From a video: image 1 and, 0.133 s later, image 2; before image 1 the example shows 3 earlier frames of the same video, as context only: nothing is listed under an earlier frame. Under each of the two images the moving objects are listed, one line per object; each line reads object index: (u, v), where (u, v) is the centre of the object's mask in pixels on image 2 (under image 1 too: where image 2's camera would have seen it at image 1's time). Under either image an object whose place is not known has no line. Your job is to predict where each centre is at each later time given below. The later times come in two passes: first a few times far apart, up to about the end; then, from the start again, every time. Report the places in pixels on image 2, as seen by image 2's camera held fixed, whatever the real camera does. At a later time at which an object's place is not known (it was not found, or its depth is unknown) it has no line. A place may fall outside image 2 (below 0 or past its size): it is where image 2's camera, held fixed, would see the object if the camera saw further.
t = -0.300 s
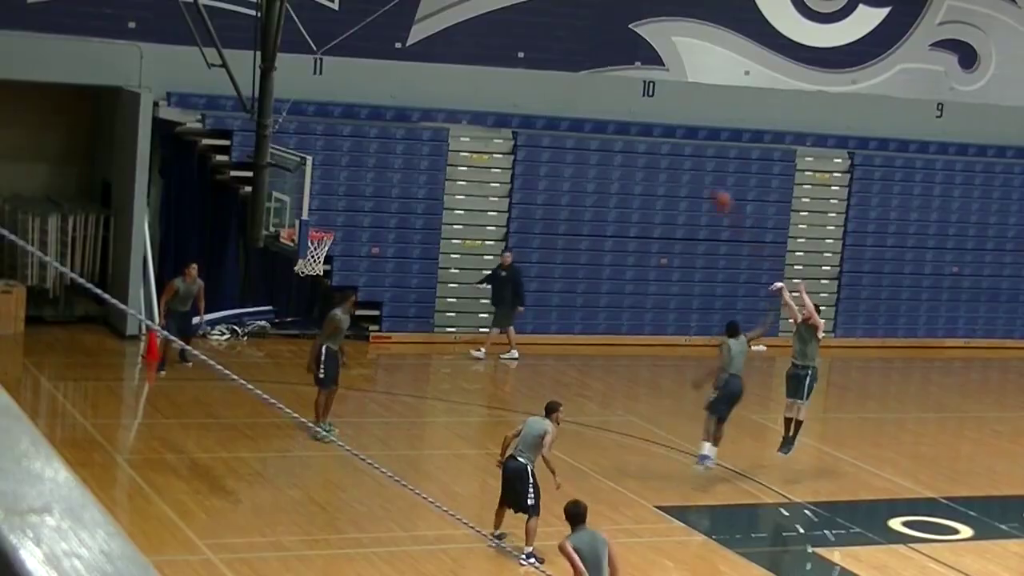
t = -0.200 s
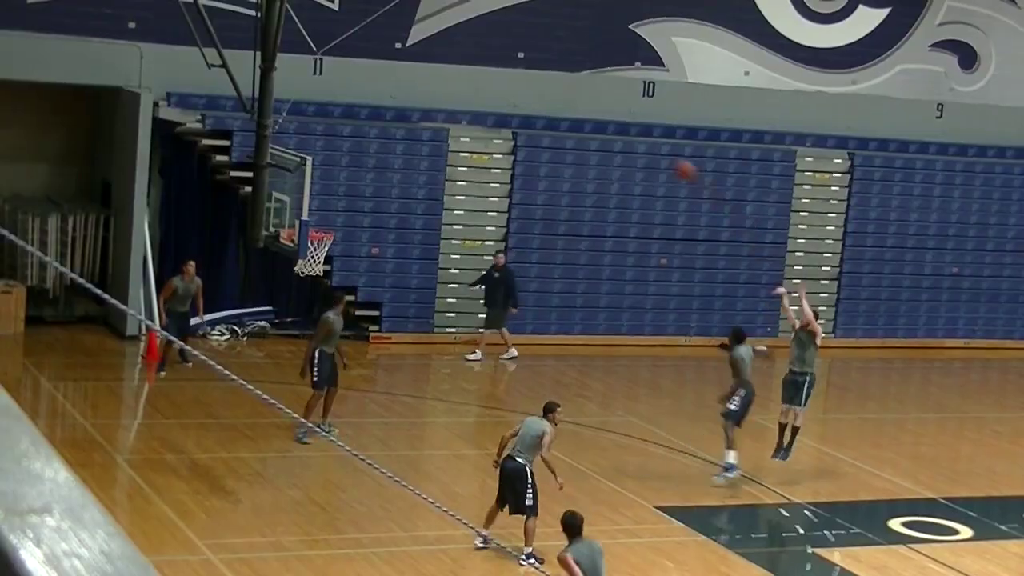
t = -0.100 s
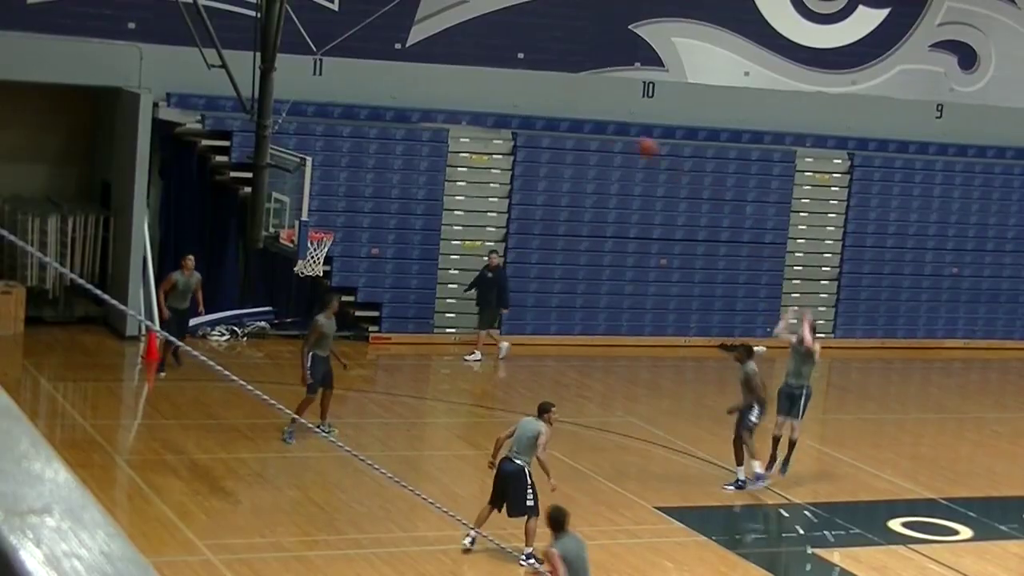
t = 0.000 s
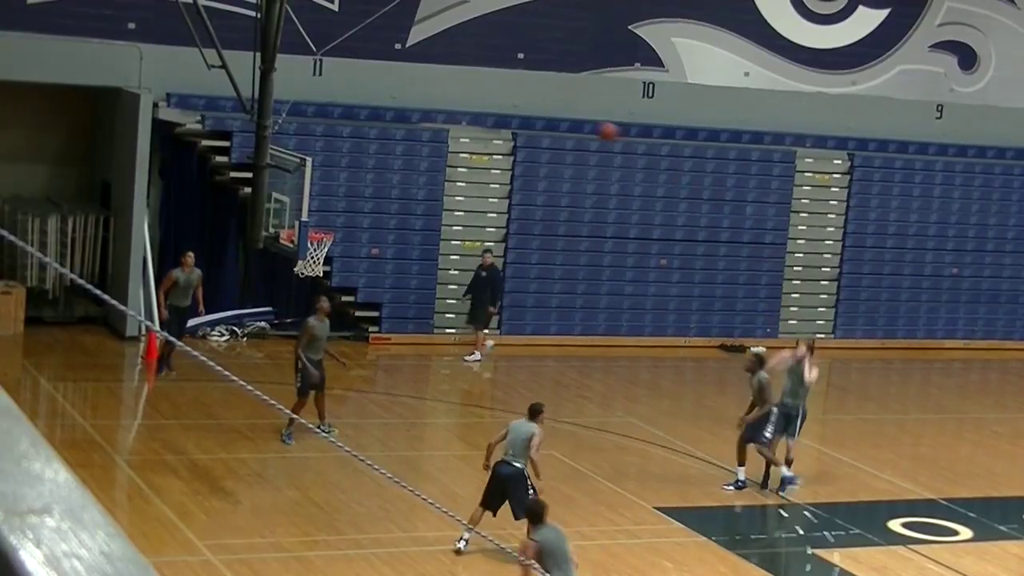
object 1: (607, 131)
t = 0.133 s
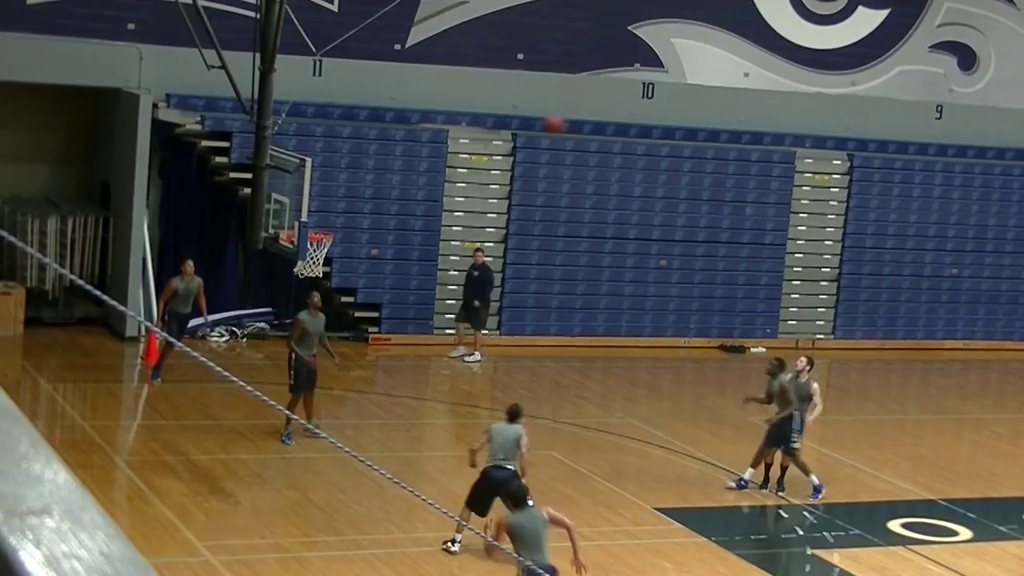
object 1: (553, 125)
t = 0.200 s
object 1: (526, 124)
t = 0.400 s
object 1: (440, 150)
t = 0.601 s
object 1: (351, 211)
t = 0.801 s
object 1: (340, 191)
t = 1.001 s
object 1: (346, 176)
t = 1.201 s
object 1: (349, 192)
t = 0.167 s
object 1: (539, 124)
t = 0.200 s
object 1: (526, 124)
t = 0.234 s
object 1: (513, 126)
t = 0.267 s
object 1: (498, 130)
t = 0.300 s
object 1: (484, 134)
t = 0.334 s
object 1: (468, 139)
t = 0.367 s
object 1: (454, 146)
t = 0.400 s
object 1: (440, 150)
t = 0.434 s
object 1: (425, 159)
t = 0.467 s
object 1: (410, 168)
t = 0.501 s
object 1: (397, 176)
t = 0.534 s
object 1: (382, 188)
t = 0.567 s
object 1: (366, 199)
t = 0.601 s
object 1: (351, 211)
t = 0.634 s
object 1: (336, 224)
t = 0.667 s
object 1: (335, 221)
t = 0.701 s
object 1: (336, 212)
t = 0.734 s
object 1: (337, 204)
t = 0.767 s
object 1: (339, 197)
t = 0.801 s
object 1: (340, 191)
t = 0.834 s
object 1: (341, 187)
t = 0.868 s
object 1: (342, 182)
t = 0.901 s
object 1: (343, 179)
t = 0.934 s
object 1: (344, 177)
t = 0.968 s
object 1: (345, 176)
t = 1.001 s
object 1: (346, 176)
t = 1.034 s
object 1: (346, 176)
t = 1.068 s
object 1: (347, 178)
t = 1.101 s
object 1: (348, 180)
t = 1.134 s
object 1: (348, 183)
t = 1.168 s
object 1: (349, 187)
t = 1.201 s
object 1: (349, 192)
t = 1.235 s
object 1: (349, 199)
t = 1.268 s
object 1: (350, 206)
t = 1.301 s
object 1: (350, 214)
